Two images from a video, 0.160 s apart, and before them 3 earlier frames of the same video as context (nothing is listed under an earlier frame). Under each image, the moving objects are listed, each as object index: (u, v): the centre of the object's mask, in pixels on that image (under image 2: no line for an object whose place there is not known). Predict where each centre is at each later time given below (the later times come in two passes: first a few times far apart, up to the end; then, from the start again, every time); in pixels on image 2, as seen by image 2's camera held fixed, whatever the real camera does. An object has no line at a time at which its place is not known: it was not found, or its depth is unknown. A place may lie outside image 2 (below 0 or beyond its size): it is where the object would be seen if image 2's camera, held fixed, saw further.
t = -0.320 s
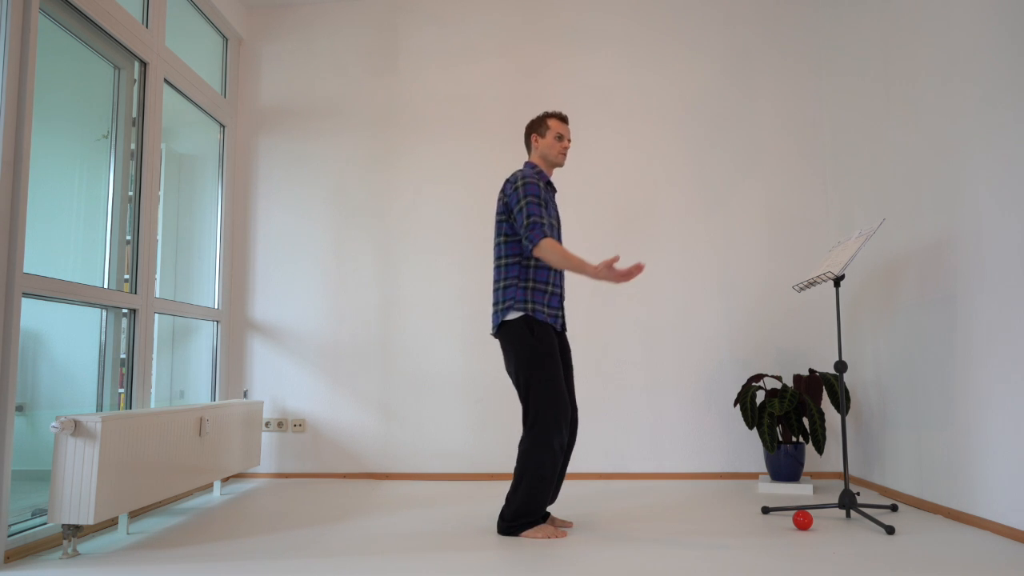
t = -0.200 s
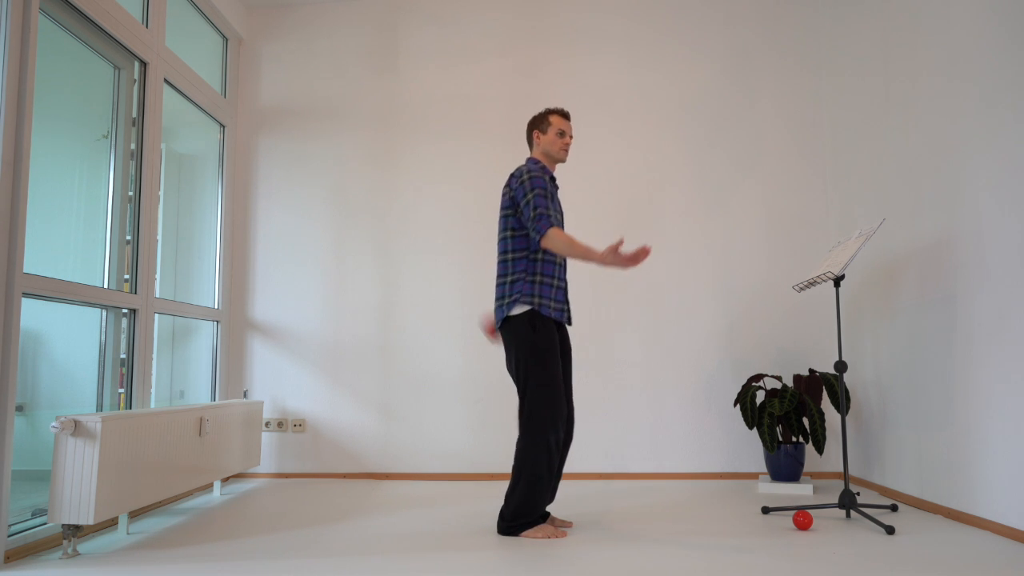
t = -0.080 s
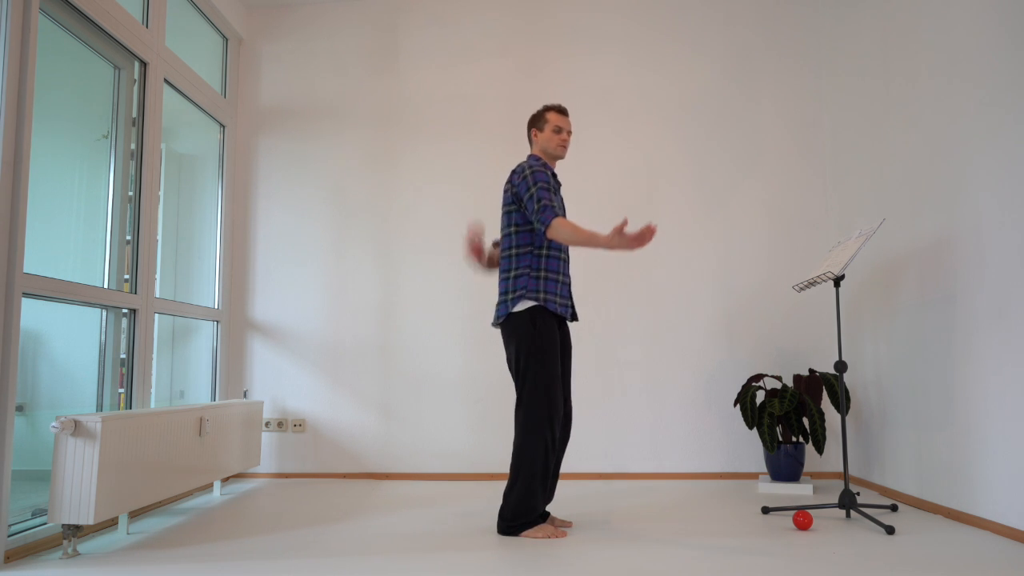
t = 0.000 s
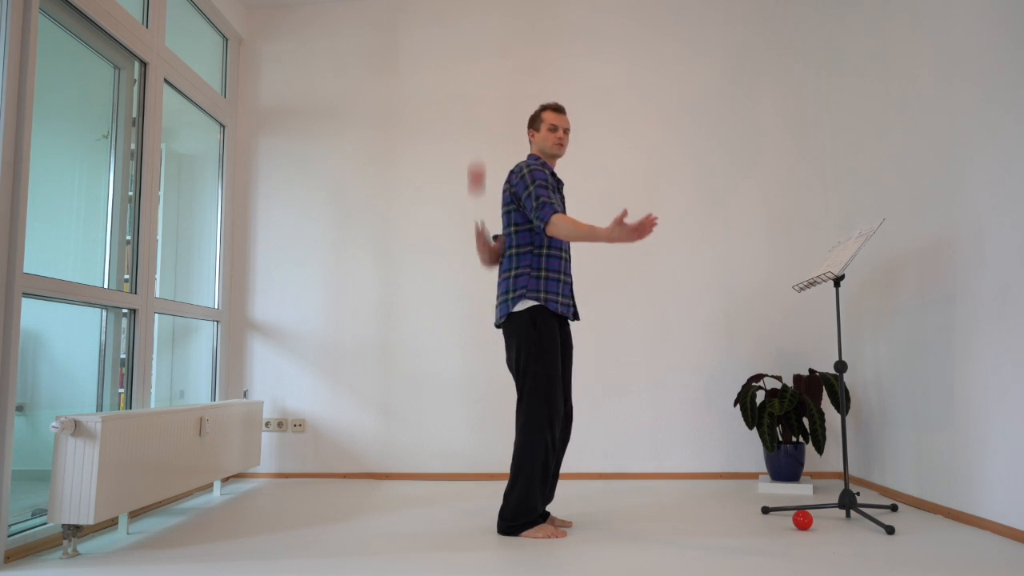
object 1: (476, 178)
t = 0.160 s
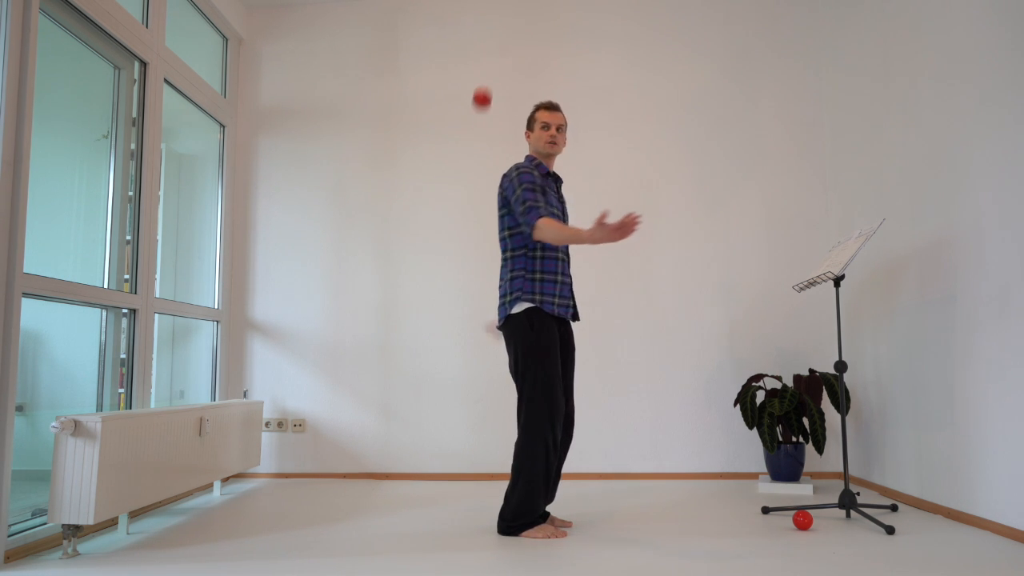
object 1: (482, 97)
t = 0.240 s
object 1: (487, 79)
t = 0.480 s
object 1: (495, 104)
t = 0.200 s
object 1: (484, 86)
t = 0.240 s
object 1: (487, 79)
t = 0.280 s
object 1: (489, 74)
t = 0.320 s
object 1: (491, 73)
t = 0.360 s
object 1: (493, 74)
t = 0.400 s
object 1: (494, 80)
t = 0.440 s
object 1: (495, 89)
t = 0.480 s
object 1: (495, 104)
